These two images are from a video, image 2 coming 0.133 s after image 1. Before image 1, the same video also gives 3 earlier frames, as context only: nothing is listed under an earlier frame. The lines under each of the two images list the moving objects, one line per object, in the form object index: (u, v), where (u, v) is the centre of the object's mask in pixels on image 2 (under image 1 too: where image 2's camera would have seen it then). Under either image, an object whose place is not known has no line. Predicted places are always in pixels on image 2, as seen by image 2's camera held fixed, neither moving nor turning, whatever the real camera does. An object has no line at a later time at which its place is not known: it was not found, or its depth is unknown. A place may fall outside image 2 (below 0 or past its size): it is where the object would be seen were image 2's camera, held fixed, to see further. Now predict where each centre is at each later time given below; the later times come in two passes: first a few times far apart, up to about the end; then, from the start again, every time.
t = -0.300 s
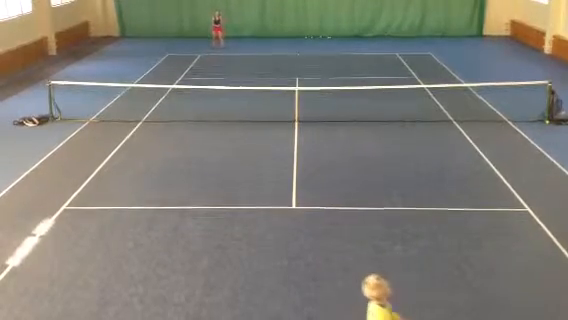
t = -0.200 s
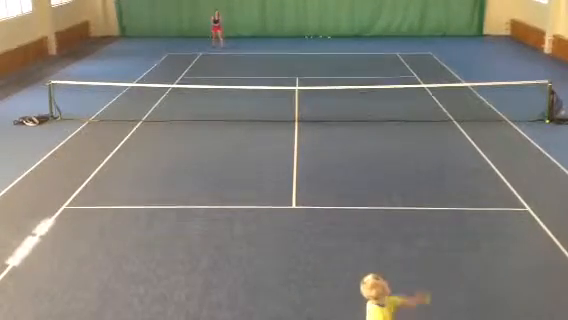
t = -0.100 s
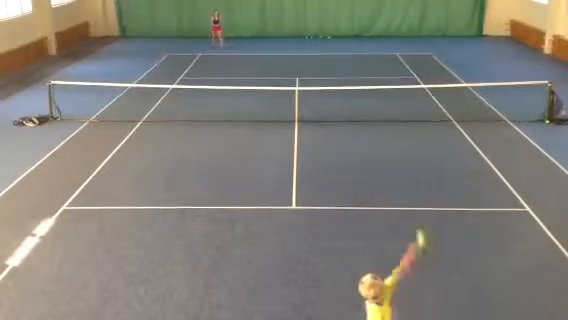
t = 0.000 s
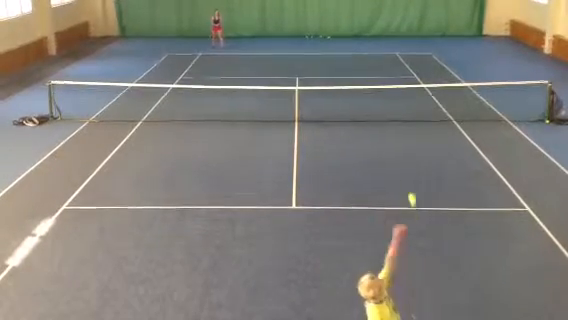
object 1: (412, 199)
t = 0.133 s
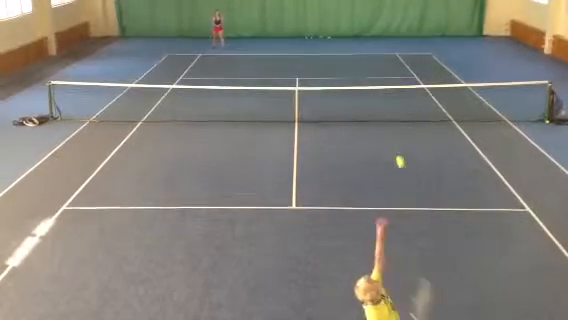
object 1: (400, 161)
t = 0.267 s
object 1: (387, 140)
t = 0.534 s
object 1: (360, 150)
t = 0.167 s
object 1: (396, 154)
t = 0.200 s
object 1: (393, 149)
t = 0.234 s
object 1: (390, 143)
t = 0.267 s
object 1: (387, 140)
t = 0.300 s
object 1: (384, 137)
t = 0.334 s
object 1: (380, 136)
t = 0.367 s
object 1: (377, 136)
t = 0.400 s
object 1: (374, 136)
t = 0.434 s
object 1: (370, 138)
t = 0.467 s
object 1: (367, 140)
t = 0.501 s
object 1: (363, 145)
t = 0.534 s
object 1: (360, 150)
